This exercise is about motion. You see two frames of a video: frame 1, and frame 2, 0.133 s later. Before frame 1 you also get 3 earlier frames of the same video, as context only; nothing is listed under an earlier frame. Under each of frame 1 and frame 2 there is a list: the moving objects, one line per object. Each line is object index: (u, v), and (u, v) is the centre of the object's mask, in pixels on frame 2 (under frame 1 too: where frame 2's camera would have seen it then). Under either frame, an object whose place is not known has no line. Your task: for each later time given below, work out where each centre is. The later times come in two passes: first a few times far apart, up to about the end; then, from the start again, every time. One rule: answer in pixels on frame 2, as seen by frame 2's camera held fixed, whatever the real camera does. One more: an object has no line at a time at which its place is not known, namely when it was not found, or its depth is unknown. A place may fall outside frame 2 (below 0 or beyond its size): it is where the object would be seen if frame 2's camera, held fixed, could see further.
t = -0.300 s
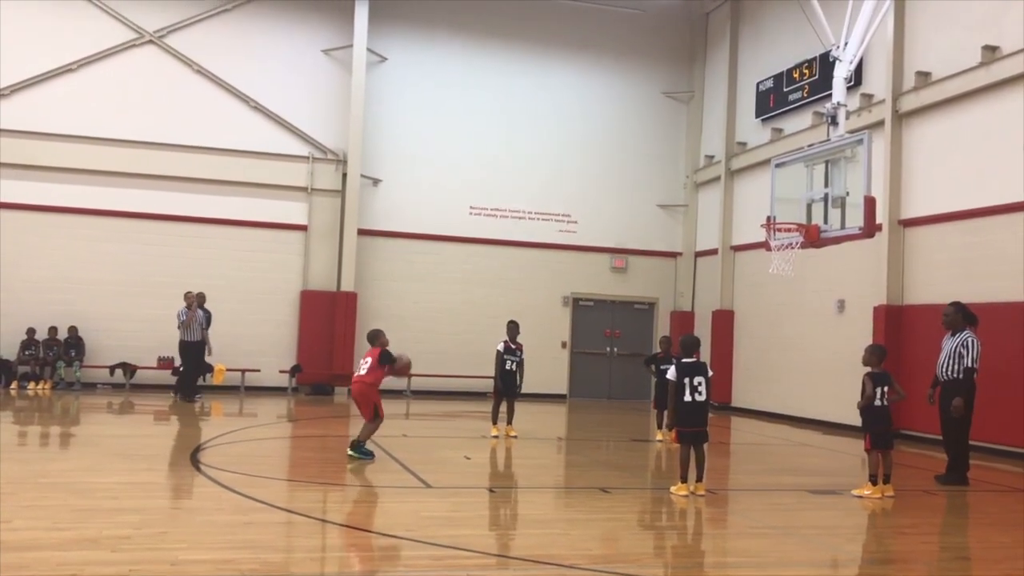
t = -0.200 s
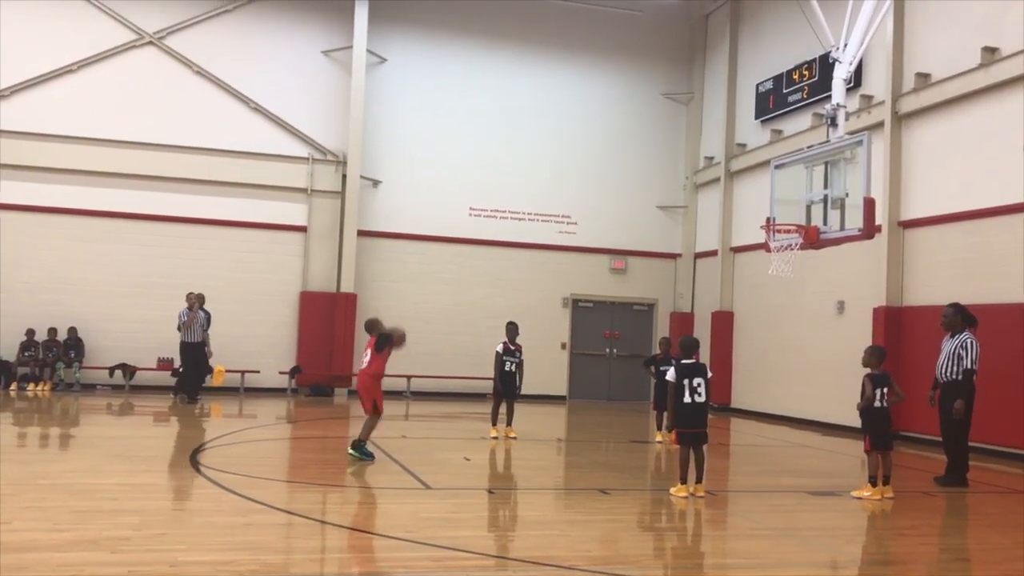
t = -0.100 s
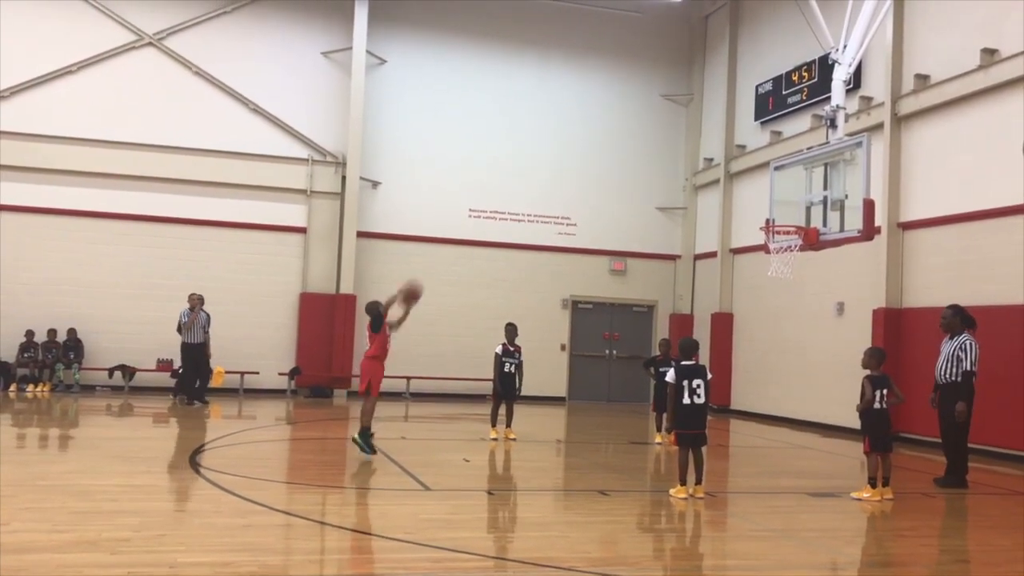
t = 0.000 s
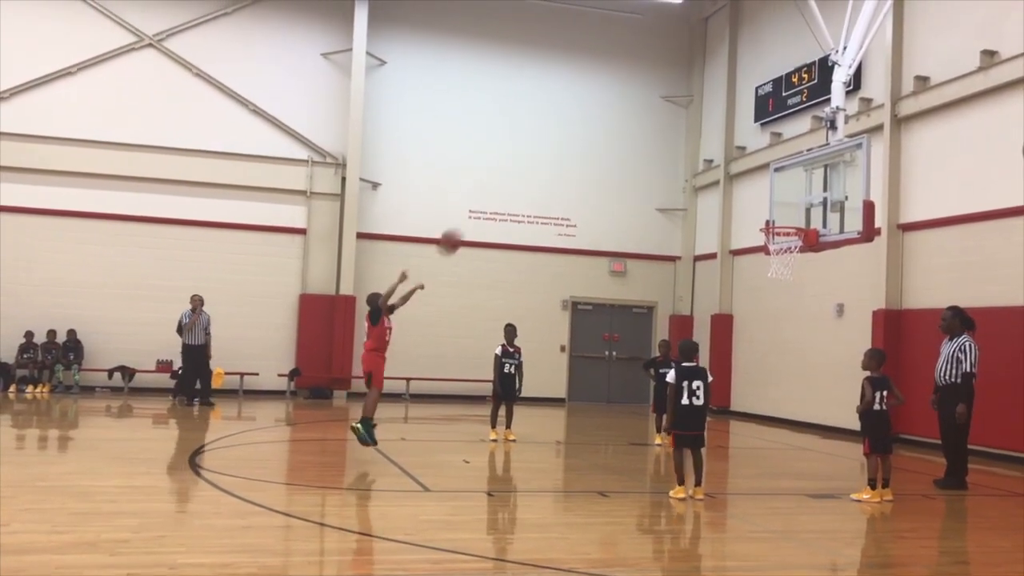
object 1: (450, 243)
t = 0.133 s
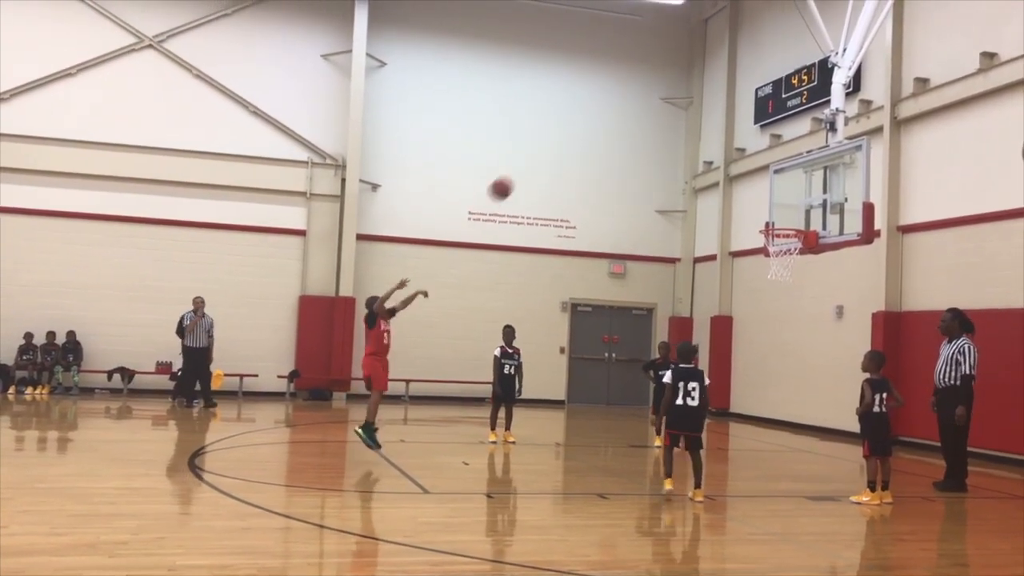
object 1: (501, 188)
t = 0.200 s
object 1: (525, 168)
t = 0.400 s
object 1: (594, 131)
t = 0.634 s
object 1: (669, 136)
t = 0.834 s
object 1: (729, 177)
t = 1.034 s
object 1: (785, 249)
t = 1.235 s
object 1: (813, 296)
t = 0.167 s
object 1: (513, 177)
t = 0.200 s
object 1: (525, 168)
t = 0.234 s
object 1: (537, 159)
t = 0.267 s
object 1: (549, 151)
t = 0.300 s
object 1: (560, 145)
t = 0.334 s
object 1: (572, 139)
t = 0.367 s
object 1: (583, 135)
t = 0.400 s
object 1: (594, 131)
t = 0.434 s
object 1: (605, 129)
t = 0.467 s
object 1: (616, 128)
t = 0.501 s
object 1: (627, 128)
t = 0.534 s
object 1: (637, 128)
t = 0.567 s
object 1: (648, 130)
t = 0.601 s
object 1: (659, 132)
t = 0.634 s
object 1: (669, 136)
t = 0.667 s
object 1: (679, 140)
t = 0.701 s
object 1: (689, 146)
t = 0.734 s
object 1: (699, 152)
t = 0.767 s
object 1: (709, 159)
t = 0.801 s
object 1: (719, 167)
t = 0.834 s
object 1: (729, 177)
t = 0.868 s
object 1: (739, 186)
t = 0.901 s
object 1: (749, 196)
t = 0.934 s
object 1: (758, 208)
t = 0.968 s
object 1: (767, 219)
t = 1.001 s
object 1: (775, 233)
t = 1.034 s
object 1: (785, 249)
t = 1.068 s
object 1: (795, 261)
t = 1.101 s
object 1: (798, 265)
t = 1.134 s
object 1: (801, 271)
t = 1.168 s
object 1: (805, 278)
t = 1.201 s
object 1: (809, 287)
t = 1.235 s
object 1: (813, 296)
